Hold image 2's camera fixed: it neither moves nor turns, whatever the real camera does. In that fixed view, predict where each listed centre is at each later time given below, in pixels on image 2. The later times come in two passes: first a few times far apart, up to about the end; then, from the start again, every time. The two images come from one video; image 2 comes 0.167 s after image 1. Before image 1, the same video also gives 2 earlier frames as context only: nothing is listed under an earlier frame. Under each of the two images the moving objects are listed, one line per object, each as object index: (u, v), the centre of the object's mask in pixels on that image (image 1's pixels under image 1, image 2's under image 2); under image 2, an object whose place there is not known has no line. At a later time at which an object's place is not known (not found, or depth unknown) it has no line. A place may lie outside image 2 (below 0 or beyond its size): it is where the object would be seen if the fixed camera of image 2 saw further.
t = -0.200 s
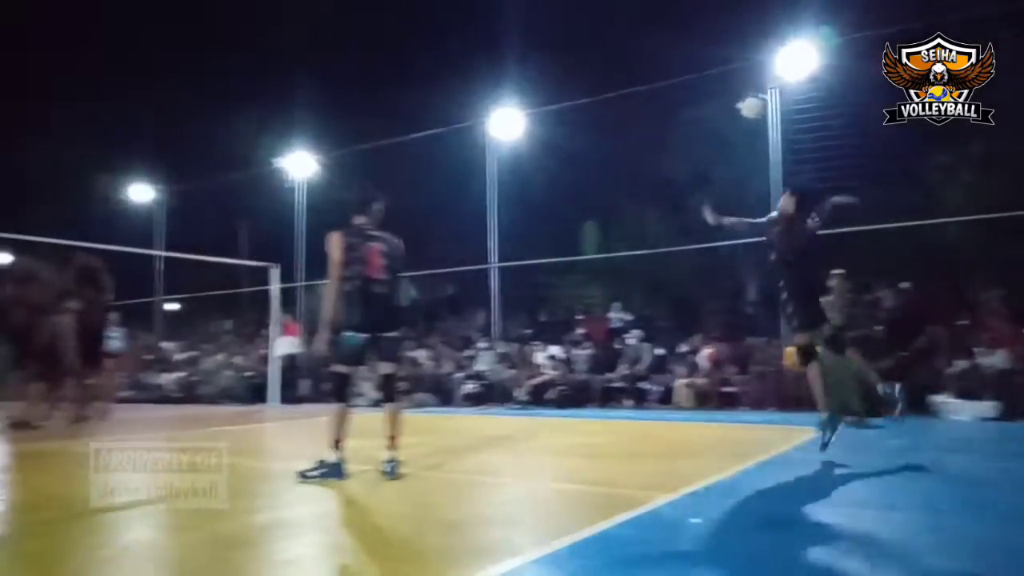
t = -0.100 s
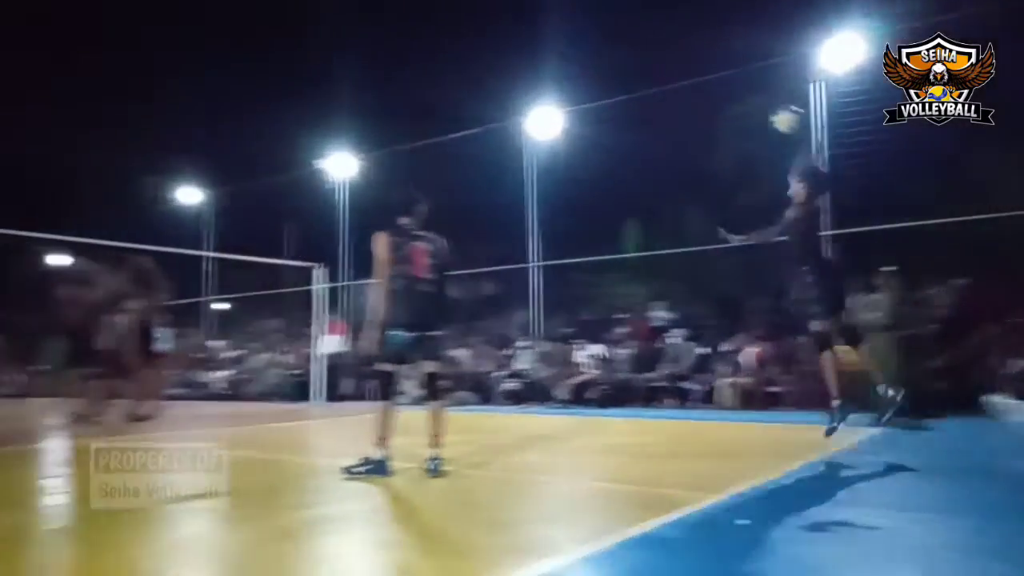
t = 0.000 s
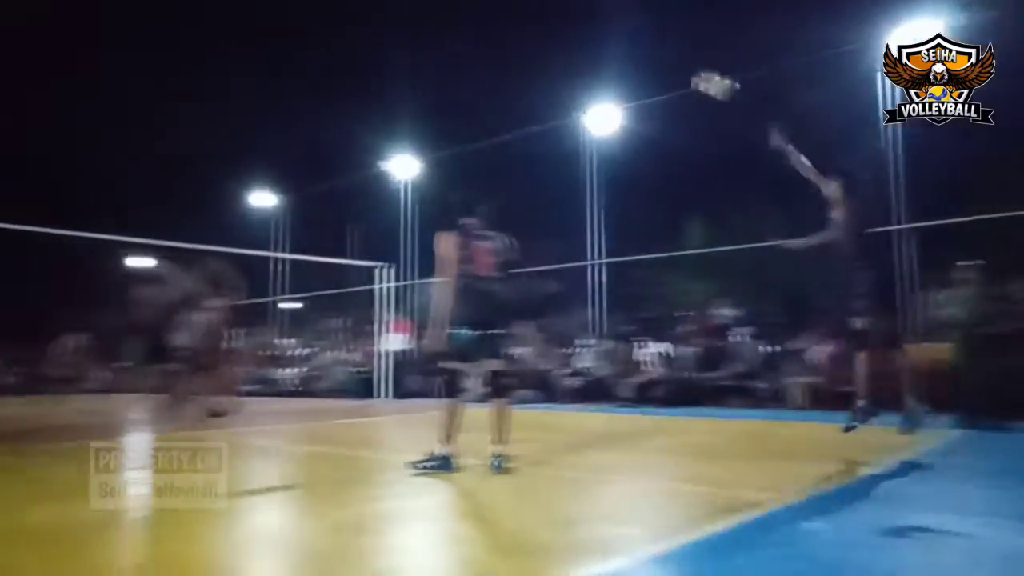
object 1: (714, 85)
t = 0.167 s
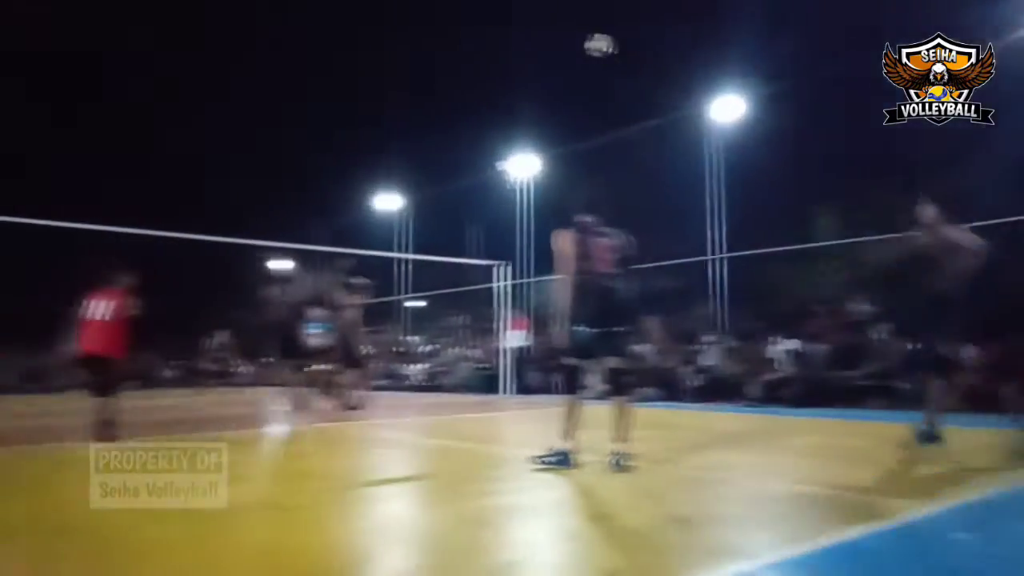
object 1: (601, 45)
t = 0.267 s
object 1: (491, 46)
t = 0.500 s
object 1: (307, 75)
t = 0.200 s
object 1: (562, 44)
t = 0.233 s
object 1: (525, 45)
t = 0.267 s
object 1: (491, 46)
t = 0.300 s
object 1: (459, 49)
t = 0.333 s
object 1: (430, 52)
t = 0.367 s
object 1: (402, 55)
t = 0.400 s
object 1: (377, 59)
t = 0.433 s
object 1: (352, 64)
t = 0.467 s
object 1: (329, 69)
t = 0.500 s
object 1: (307, 75)
